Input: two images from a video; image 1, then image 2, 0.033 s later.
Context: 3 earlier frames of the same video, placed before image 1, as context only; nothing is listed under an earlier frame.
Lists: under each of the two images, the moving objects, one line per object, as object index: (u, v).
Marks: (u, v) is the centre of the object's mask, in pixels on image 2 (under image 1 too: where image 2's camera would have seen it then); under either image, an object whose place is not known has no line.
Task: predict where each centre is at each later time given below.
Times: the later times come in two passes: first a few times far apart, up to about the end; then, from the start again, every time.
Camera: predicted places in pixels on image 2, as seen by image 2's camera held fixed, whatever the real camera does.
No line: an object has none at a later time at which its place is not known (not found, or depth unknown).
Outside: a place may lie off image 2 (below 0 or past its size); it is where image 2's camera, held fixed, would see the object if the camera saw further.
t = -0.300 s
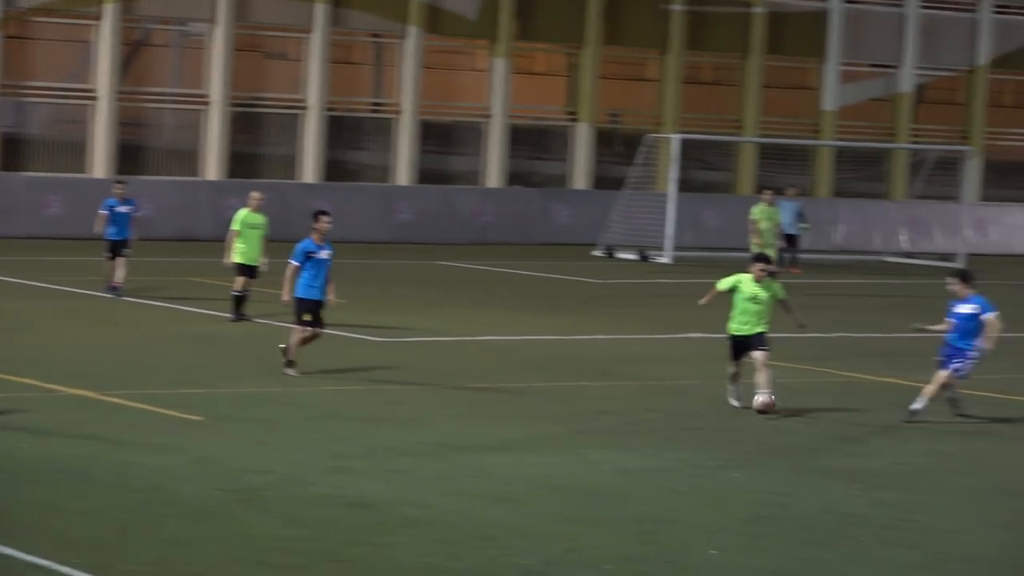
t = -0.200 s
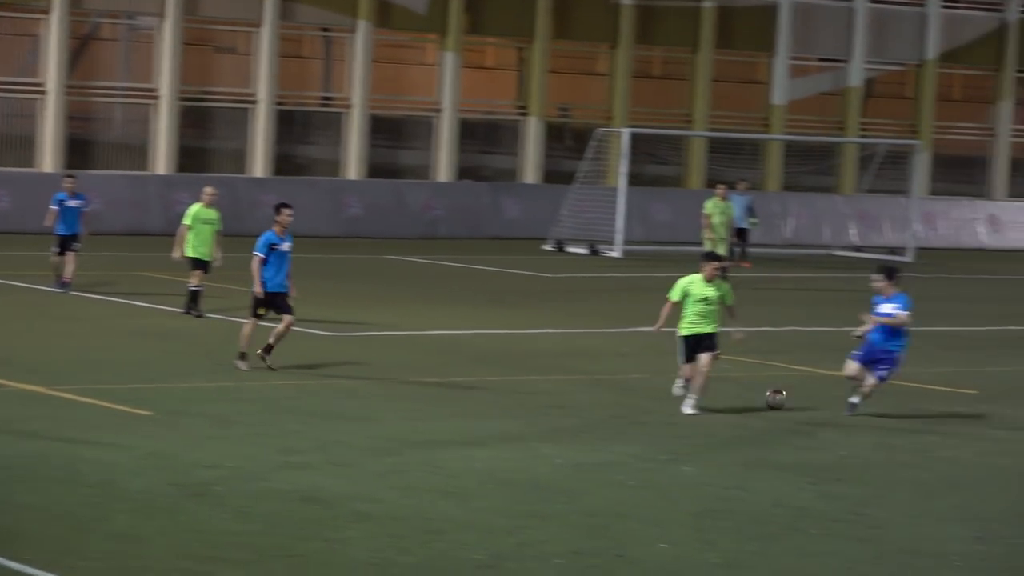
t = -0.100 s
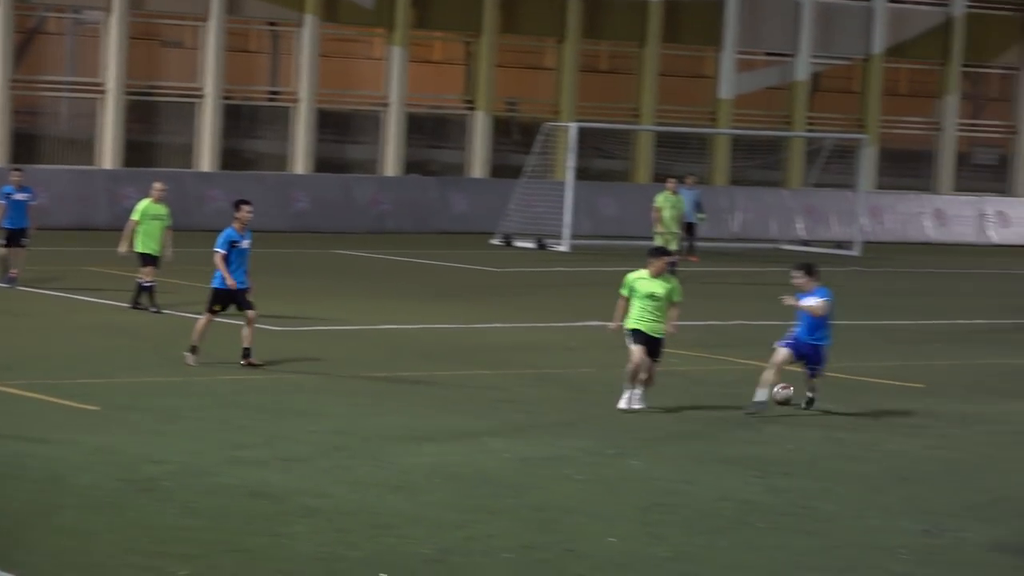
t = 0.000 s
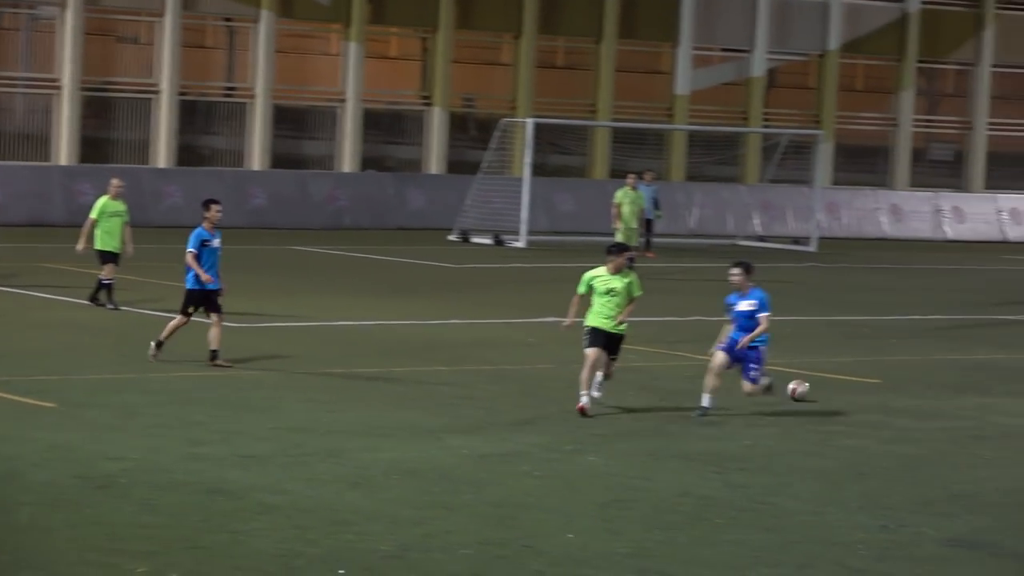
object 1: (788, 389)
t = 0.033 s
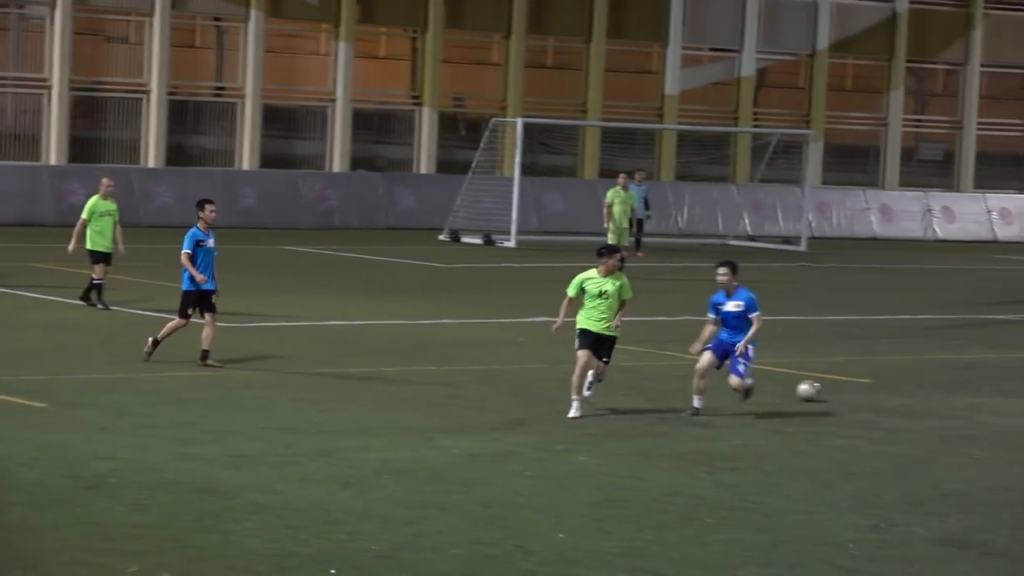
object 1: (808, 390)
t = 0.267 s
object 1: (941, 391)
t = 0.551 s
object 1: (1105, 391)
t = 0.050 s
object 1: (817, 390)
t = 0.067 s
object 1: (827, 390)
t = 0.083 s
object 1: (837, 391)
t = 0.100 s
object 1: (846, 391)
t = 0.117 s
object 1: (856, 391)
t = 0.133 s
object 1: (865, 391)
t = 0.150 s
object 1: (874, 391)
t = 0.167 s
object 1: (883, 391)
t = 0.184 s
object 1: (893, 391)
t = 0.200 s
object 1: (902, 391)
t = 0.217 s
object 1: (912, 391)
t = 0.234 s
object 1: (921, 391)
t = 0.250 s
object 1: (931, 391)
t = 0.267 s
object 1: (941, 391)
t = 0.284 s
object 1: (950, 391)
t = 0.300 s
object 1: (960, 391)
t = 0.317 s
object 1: (969, 391)
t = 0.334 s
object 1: (979, 392)
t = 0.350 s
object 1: (989, 392)
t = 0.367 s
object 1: (998, 392)
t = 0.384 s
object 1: (1008, 393)
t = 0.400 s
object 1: (1017, 393)
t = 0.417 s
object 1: (1028, 392)
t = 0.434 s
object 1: (1038, 393)
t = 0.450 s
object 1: (1047, 393)
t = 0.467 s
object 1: (1056, 394)
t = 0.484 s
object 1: (1067, 394)
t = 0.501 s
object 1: (1076, 393)
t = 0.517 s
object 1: (1085, 392)
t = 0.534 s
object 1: (1095, 392)
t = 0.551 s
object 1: (1105, 391)
